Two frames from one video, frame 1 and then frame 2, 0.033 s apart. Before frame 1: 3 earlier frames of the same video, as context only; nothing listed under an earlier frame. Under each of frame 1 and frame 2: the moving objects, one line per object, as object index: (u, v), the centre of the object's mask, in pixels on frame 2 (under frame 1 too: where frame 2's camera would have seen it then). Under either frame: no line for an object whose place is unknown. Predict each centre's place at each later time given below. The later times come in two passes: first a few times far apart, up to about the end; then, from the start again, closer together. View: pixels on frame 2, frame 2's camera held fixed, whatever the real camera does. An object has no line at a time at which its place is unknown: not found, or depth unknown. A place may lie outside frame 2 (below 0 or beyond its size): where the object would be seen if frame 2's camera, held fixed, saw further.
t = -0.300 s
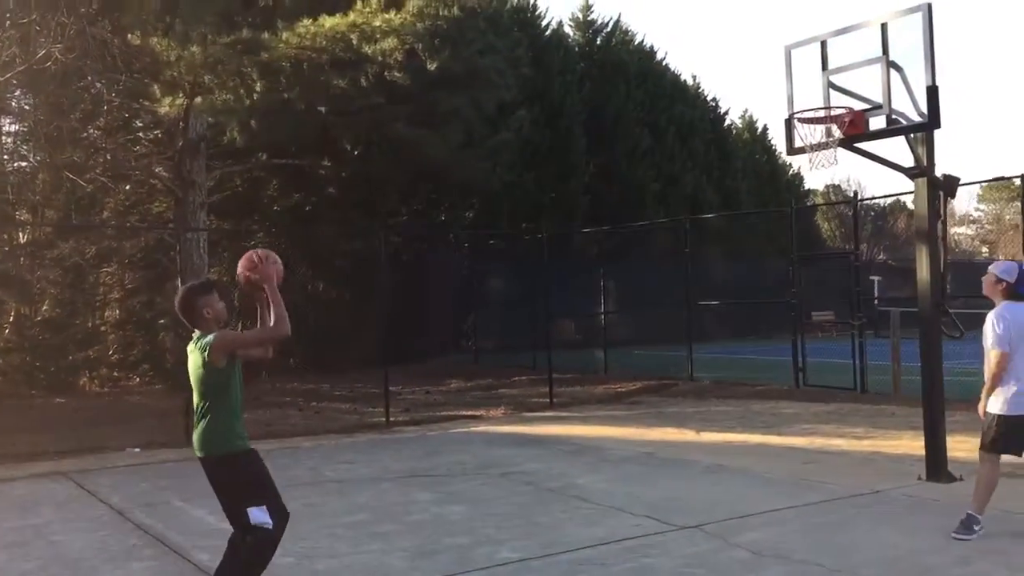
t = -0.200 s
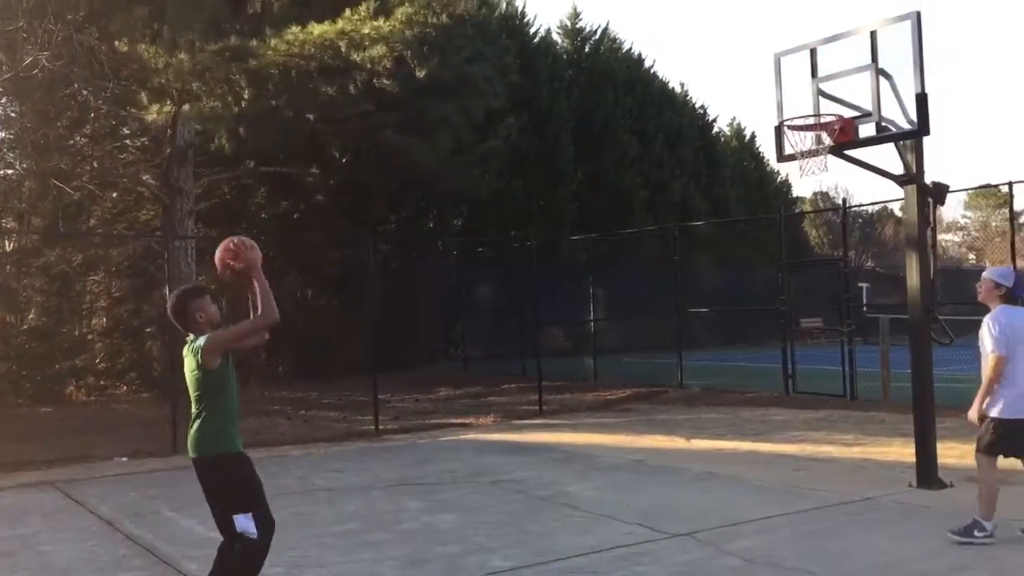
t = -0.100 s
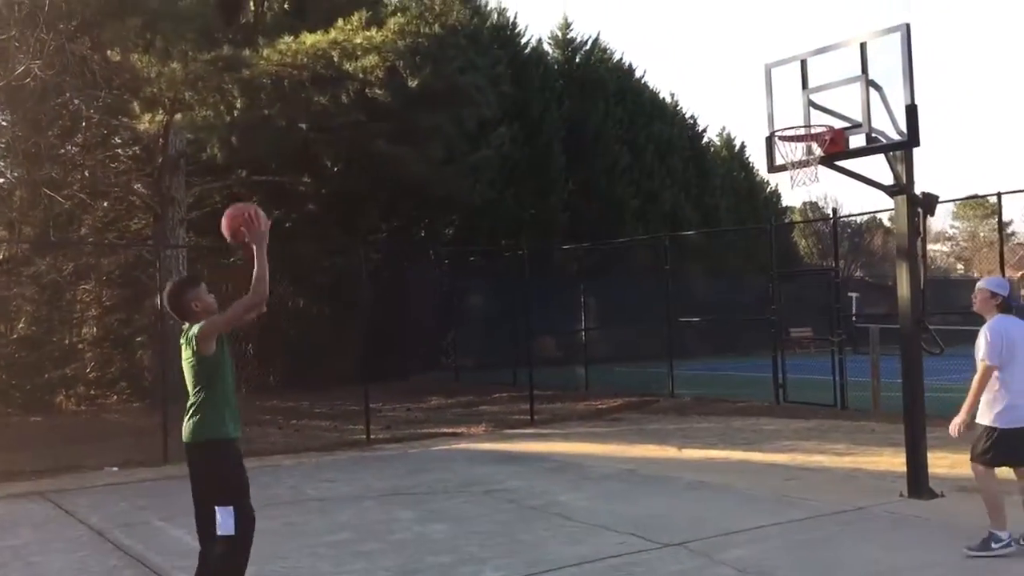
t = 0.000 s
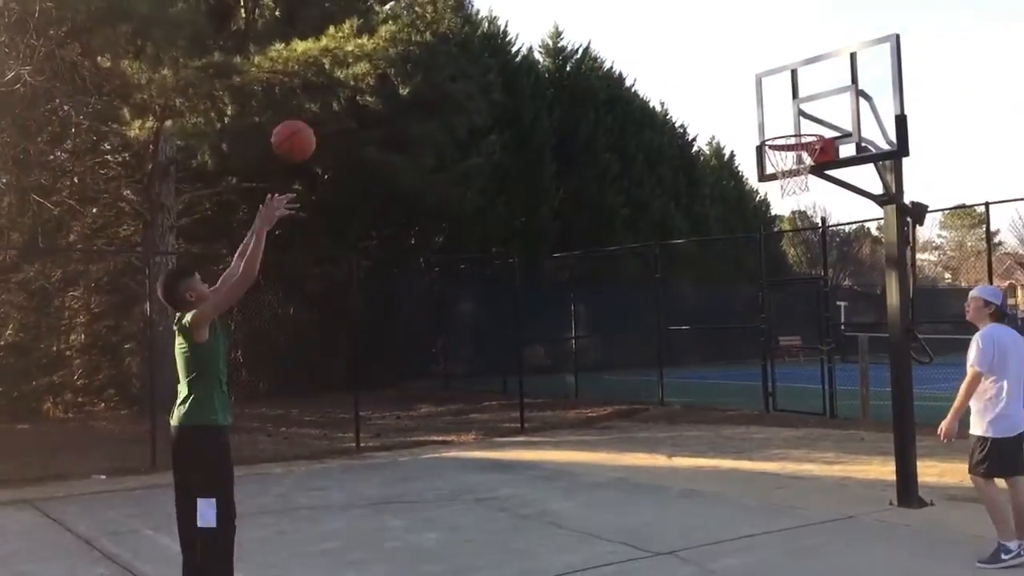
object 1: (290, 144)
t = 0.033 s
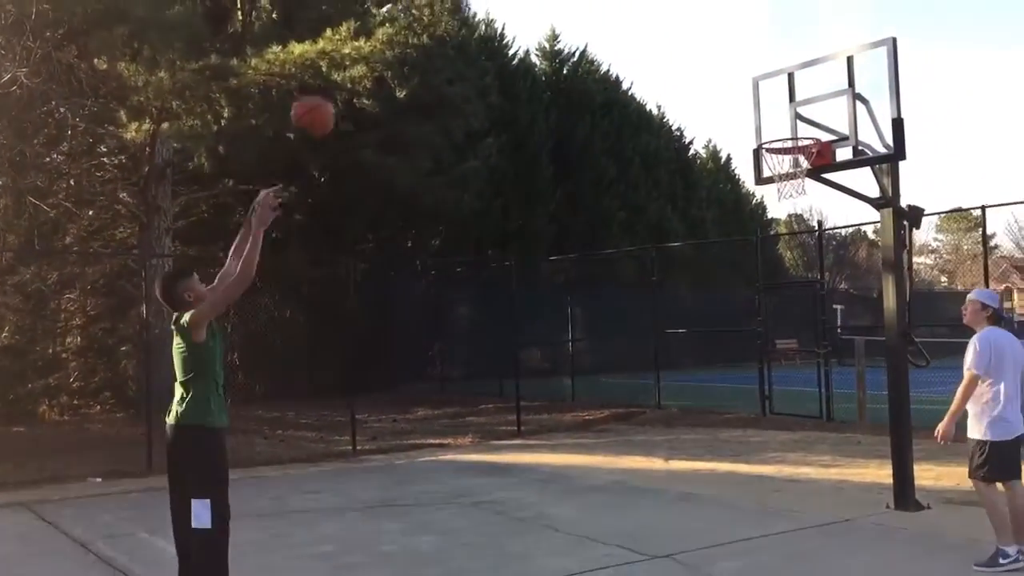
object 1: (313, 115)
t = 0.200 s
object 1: (410, 19)
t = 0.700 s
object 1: (651, 5)
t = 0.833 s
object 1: (704, 55)
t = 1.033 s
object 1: (747, 120)
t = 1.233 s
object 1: (705, 98)
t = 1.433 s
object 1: (664, 125)
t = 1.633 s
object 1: (626, 203)
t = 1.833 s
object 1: (590, 333)
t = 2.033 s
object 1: (555, 521)
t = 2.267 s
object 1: (531, 374)
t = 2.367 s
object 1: (522, 325)
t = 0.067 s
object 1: (334, 93)
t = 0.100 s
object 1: (354, 73)
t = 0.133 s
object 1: (373, 50)
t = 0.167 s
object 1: (393, 34)
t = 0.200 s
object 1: (410, 19)
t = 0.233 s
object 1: (429, 5)
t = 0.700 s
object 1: (651, 5)
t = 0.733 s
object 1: (664, 15)
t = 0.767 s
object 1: (677, 27)
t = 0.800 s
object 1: (690, 41)
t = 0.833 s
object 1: (704, 55)
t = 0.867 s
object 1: (716, 71)
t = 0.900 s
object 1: (729, 88)
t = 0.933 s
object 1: (741, 105)
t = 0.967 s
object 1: (753, 124)
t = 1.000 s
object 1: (755, 128)
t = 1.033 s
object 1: (747, 120)
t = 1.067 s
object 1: (740, 113)
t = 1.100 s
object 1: (733, 107)
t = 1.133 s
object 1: (726, 103)
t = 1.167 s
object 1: (719, 100)
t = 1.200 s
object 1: (711, 98)
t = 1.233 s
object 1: (705, 98)
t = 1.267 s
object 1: (698, 99)
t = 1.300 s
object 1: (691, 101)
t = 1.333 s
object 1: (684, 105)
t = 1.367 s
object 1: (677, 111)
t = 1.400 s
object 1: (672, 117)
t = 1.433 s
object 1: (664, 125)
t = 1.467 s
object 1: (657, 133)
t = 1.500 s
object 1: (651, 146)
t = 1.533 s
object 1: (644, 157)
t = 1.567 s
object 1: (638, 171)
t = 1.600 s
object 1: (632, 186)
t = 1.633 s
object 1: (626, 203)
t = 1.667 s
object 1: (619, 221)
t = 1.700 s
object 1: (613, 240)
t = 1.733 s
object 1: (607, 260)
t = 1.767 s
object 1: (601, 283)
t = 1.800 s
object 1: (595, 306)
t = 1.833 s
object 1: (590, 333)
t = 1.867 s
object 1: (584, 360)
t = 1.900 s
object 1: (579, 387)
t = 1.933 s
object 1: (573, 418)
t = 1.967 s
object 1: (566, 452)
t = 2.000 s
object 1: (560, 486)
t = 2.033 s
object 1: (555, 521)
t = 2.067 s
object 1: (551, 514)
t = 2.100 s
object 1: (548, 487)
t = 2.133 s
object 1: (544, 461)
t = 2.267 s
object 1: (531, 374)
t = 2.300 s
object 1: (529, 357)
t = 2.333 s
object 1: (525, 341)
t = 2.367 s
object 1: (522, 325)
